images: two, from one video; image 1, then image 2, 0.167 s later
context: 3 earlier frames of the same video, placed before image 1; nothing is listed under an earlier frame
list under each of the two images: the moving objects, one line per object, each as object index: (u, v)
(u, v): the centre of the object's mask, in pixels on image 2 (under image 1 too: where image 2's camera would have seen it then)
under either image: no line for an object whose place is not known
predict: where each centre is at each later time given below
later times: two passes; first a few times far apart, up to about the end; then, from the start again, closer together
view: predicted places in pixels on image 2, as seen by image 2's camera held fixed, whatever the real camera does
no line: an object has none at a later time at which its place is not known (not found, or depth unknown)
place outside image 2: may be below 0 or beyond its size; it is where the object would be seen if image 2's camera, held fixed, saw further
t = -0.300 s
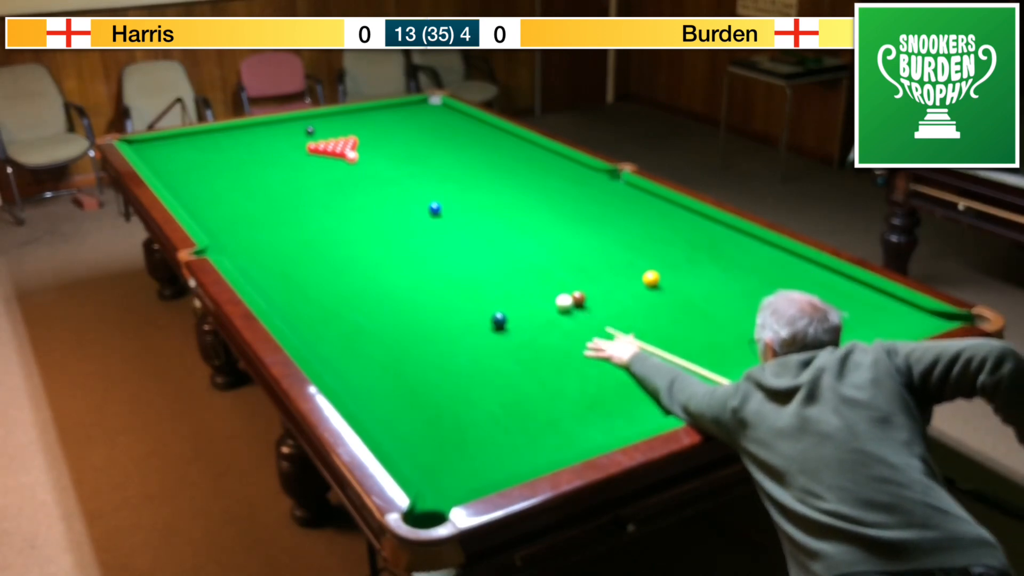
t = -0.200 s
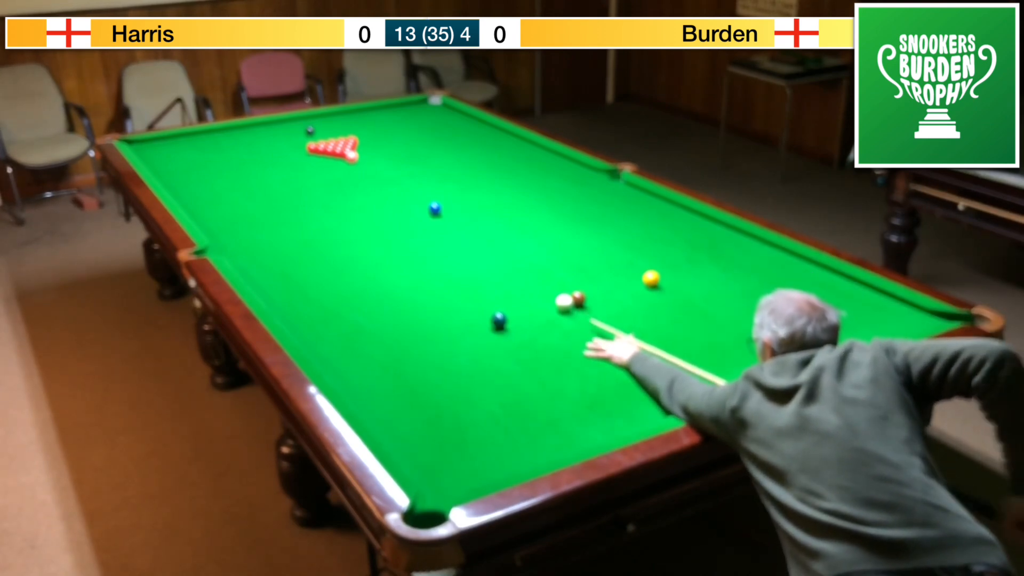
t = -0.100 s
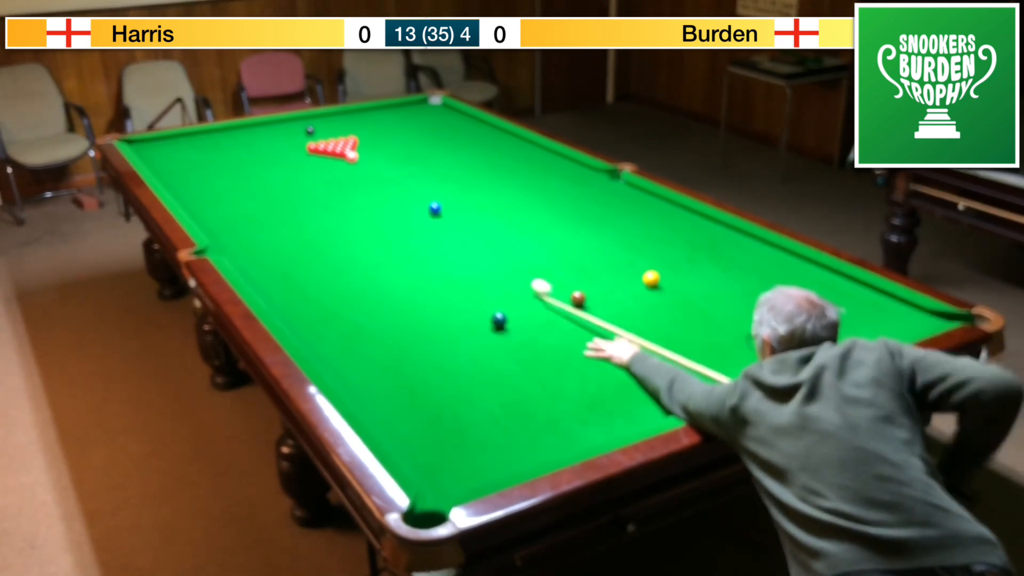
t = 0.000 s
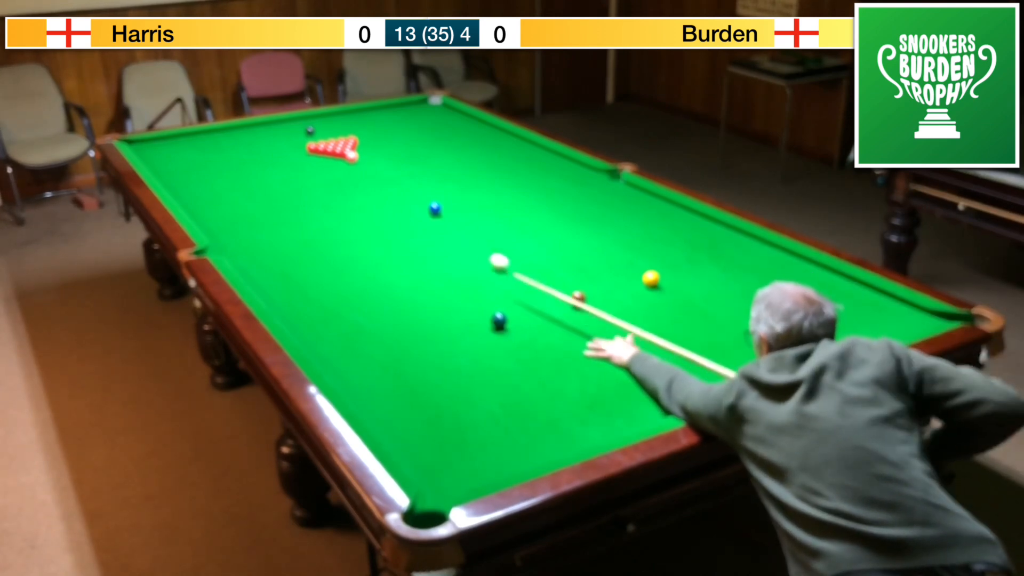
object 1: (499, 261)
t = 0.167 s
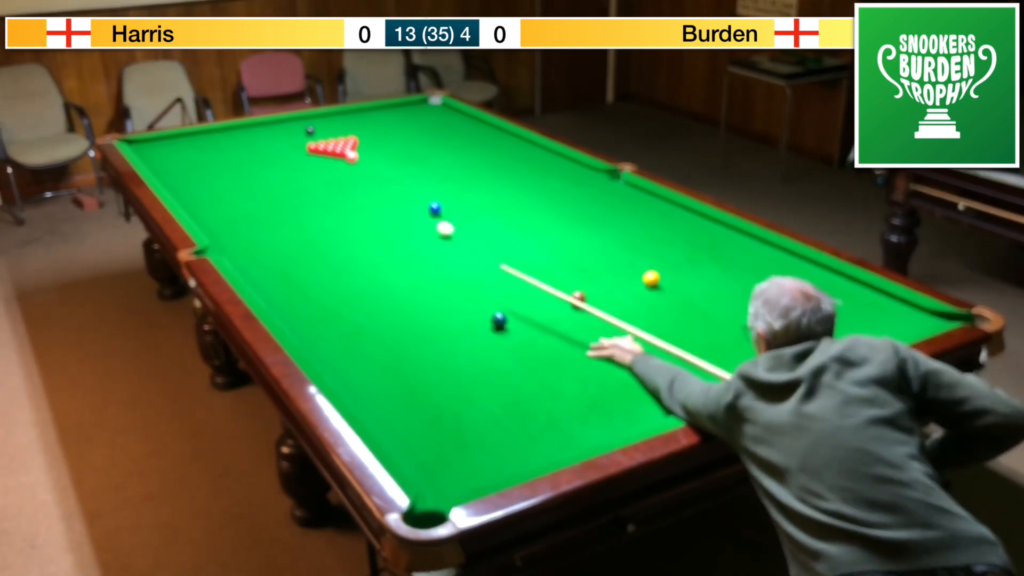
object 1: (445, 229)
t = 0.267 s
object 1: (419, 213)
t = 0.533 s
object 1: (363, 181)
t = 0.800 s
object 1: (316, 154)
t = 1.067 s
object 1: (262, 147)
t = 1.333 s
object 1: (211, 142)
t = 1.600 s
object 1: (164, 137)
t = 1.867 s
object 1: (146, 146)
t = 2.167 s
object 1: (189, 150)
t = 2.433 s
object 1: (226, 153)
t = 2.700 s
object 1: (263, 157)
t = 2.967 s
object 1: (299, 160)
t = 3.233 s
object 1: (333, 164)
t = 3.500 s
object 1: (367, 168)
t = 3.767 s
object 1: (400, 171)
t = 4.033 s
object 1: (432, 175)
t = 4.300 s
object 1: (462, 178)
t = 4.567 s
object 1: (491, 181)
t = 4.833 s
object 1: (519, 185)
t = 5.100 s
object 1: (546, 188)
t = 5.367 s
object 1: (571, 190)
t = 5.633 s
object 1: (594, 193)
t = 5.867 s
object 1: (616, 195)
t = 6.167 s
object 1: (637, 197)
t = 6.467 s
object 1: (657, 200)
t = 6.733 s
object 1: (669, 202)
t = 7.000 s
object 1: (671, 206)
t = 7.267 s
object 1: (672, 208)
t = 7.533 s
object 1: (673, 210)
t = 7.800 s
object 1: (674, 211)
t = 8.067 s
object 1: (674, 212)
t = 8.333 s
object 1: (675, 211)
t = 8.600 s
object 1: (674, 212)
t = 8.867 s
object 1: (674, 212)
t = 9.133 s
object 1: (674, 212)
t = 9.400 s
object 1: (674, 212)
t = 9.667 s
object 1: (674, 212)
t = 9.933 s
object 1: (674, 212)
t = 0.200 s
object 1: (436, 223)
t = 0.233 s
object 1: (427, 218)
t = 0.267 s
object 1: (419, 213)
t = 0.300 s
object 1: (411, 209)
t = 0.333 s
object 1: (404, 204)
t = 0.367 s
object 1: (396, 200)
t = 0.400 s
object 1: (389, 196)
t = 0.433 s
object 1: (382, 192)
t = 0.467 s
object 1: (376, 188)
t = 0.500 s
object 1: (369, 184)
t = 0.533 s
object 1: (363, 181)
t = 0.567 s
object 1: (357, 177)
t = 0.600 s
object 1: (350, 173)
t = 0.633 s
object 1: (344, 170)
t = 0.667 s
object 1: (338, 166)
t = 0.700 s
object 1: (333, 163)
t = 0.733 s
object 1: (327, 160)
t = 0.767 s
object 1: (322, 157)
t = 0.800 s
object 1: (316, 154)
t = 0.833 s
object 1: (311, 151)
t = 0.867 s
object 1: (304, 150)
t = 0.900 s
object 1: (296, 150)
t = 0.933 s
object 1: (289, 149)
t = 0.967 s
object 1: (283, 149)
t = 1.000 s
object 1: (276, 148)
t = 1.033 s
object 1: (269, 148)
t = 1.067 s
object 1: (262, 147)
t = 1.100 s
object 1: (256, 146)
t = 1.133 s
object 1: (249, 146)
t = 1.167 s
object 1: (243, 145)
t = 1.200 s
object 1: (236, 144)
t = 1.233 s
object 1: (230, 144)
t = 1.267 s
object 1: (224, 143)
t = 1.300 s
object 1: (218, 142)
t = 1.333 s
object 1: (211, 142)
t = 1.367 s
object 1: (205, 141)
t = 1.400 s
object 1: (199, 140)
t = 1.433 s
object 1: (193, 140)
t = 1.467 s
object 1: (187, 139)
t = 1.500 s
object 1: (182, 139)
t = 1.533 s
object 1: (176, 138)
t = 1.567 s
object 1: (170, 137)
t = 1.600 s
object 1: (164, 137)
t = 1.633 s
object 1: (159, 137)
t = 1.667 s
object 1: (153, 139)
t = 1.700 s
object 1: (147, 141)
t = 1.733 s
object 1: (142, 142)
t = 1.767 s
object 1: (136, 144)
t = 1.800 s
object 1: (134, 145)
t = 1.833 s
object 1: (140, 146)
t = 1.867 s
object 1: (146, 146)
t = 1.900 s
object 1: (151, 147)
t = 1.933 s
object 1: (156, 147)
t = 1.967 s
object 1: (161, 147)
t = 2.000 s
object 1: (166, 148)
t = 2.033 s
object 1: (170, 148)
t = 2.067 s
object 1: (175, 149)
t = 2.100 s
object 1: (180, 149)
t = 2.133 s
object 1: (185, 149)
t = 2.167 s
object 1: (189, 150)
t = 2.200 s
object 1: (194, 150)
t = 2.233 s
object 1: (198, 151)
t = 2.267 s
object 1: (203, 151)
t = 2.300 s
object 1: (208, 152)
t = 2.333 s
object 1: (212, 152)
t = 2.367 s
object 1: (217, 153)
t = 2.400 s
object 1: (222, 153)
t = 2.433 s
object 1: (226, 153)
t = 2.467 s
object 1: (231, 154)
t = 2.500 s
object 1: (235, 154)
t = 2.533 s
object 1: (240, 155)
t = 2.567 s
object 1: (244, 155)
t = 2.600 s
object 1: (249, 156)
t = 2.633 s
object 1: (254, 156)
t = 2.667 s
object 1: (258, 156)
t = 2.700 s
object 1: (263, 157)
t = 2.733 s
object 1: (267, 157)
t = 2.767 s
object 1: (272, 158)
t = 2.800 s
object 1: (276, 158)
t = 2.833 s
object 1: (281, 158)
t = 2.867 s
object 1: (285, 159)
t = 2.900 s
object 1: (290, 159)
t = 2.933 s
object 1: (294, 160)
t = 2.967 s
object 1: (299, 160)
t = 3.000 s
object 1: (303, 161)
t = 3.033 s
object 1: (307, 161)
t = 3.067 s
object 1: (312, 162)
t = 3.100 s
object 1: (316, 162)
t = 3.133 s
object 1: (320, 163)
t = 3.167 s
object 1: (324, 163)
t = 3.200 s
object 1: (329, 164)
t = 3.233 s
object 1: (333, 164)
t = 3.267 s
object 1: (337, 165)
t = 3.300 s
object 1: (342, 165)
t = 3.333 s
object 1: (346, 165)
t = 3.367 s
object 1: (350, 166)
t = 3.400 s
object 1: (355, 166)
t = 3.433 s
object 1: (359, 167)
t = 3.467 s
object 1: (363, 167)
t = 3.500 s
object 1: (367, 168)
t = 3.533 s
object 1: (371, 168)
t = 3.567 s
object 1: (376, 169)
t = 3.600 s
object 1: (380, 169)
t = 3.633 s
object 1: (384, 170)
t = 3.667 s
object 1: (388, 170)
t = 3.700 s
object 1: (392, 170)
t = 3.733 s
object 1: (396, 171)
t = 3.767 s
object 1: (400, 171)
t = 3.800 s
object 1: (404, 172)
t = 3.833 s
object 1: (408, 172)
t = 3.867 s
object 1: (412, 173)
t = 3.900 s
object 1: (416, 173)
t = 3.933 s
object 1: (420, 174)
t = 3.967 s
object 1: (424, 174)
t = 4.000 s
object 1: (428, 174)
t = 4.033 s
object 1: (432, 175)
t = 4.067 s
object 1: (436, 175)
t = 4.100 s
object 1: (439, 176)
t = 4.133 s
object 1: (443, 176)
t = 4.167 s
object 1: (447, 177)
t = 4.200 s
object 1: (451, 177)
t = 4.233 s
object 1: (455, 177)
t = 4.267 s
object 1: (458, 178)
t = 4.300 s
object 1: (462, 178)
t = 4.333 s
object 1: (466, 179)
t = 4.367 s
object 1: (470, 179)
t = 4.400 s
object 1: (473, 180)
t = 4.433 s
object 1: (477, 180)
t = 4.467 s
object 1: (481, 180)
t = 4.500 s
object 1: (484, 181)
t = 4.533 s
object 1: (488, 181)
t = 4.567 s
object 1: (491, 181)
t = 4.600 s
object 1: (495, 182)
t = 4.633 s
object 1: (498, 182)
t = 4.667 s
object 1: (502, 183)
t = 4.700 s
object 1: (506, 183)
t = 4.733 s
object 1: (509, 183)
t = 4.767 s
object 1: (512, 184)
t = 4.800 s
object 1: (516, 184)
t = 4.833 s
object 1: (519, 185)
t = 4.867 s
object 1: (523, 185)
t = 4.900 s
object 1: (526, 185)
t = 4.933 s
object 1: (529, 186)
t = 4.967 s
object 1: (533, 186)
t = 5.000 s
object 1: (536, 187)
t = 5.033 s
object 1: (539, 187)
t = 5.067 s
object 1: (542, 187)
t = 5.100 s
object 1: (546, 188)
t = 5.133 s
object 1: (549, 188)
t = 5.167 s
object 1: (552, 188)
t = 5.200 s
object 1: (555, 189)
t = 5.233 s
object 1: (559, 189)
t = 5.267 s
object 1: (562, 190)
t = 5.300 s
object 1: (565, 190)
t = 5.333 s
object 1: (568, 190)
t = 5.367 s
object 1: (571, 190)
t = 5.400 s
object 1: (574, 191)
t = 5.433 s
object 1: (577, 191)
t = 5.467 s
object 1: (580, 192)
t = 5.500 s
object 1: (583, 192)
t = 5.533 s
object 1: (586, 192)
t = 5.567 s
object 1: (589, 192)
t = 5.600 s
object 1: (592, 193)
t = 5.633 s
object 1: (594, 193)
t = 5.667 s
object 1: (597, 193)
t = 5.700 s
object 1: (600, 194)
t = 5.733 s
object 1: (603, 194)
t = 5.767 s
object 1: (606, 194)
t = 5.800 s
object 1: (608, 194)
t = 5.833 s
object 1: (611, 195)
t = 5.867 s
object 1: (616, 195)
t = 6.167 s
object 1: (637, 197)
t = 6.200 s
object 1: (639, 198)
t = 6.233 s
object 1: (642, 198)
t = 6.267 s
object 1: (644, 198)
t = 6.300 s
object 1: (646, 199)
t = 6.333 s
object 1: (649, 199)
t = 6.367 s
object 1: (651, 199)
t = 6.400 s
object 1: (653, 199)
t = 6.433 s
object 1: (655, 199)
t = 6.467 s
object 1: (657, 200)
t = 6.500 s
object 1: (660, 200)
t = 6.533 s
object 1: (662, 200)
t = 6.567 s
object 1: (664, 200)
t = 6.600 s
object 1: (666, 201)
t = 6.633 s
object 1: (668, 201)
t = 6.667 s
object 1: (669, 201)
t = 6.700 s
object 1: (669, 202)
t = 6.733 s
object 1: (669, 202)
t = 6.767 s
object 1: (669, 203)
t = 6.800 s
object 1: (670, 203)
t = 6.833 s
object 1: (670, 204)
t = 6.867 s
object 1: (670, 204)
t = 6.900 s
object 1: (670, 204)
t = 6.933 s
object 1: (670, 205)
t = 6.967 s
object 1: (671, 205)
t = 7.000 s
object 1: (671, 206)
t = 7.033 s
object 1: (671, 206)
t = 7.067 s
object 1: (671, 206)
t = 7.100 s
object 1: (671, 207)
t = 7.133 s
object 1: (672, 207)
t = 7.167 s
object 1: (672, 207)
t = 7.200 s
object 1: (672, 208)
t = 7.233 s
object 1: (672, 208)
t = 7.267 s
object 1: (672, 208)
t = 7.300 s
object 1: (672, 208)
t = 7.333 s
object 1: (672, 209)
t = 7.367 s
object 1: (673, 209)
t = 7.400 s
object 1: (673, 209)
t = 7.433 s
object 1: (673, 209)
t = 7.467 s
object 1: (673, 210)
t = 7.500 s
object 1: (673, 210)
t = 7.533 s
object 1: (673, 210)
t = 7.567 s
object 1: (673, 210)
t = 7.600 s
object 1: (673, 210)
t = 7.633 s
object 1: (674, 210)
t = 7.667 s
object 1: (674, 211)
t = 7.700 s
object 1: (674, 211)
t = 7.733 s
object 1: (674, 211)
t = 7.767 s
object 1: (674, 211)
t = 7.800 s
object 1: (674, 211)
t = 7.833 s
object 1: (674, 211)
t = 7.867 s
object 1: (674, 212)
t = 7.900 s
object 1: (674, 212)
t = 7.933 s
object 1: (674, 212)
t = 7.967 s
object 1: (674, 212)
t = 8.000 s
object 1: (674, 212)
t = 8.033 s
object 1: (674, 212)
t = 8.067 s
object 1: (674, 212)
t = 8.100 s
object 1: (674, 212)
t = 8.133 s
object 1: (674, 212)
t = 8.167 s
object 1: (674, 212)
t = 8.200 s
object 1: (674, 212)
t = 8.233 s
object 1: (674, 212)
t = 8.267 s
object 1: (674, 212)
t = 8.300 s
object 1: (673, 211)
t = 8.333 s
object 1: (675, 211)
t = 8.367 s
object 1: (674, 211)
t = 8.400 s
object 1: (674, 212)
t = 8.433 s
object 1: (674, 212)
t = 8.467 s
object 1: (674, 212)
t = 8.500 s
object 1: (674, 212)
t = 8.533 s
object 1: (674, 212)
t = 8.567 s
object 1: (674, 212)
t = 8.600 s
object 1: (674, 212)
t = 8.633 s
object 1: (674, 212)
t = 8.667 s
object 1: (674, 212)
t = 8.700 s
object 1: (674, 212)
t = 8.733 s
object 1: (674, 212)
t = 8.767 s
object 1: (674, 212)
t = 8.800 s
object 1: (674, 212)
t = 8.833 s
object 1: (674, 212)
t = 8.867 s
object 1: (674, 212)
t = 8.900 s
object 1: (674, 212)
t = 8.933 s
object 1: (674, 212)
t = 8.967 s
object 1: (674, 212)
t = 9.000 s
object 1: (674, 212)
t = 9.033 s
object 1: (674, 212)
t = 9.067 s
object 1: (674, 212)
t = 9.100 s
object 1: (674, 212)
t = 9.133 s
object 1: (674, 212)
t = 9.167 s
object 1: (674, 212)
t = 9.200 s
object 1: (674, 212)
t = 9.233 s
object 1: (674, 212)
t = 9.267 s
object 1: (674, 212)
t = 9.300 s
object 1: (674, 212)
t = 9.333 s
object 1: (674, 211)
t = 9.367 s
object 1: (674, 212)
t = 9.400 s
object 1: (674, 212)
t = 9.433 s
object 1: (674, 212)
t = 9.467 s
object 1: (674, 211)
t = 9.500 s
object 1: (674, 211)
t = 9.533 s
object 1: (674, 211)
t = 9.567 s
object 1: (674, 212)
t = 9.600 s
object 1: (674, 212)
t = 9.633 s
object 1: (674, 212)
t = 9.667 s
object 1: (674, 212)
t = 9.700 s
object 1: (674, 212)
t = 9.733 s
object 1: (674, 212)
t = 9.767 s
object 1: (674, 212)
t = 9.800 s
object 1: (674, 212)
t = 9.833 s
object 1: (674, 212)
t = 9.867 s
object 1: (674, 212)
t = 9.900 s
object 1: (674, 212)
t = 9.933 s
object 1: (674, 212)
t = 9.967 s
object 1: (674, 211)
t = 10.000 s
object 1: (674, 211)
